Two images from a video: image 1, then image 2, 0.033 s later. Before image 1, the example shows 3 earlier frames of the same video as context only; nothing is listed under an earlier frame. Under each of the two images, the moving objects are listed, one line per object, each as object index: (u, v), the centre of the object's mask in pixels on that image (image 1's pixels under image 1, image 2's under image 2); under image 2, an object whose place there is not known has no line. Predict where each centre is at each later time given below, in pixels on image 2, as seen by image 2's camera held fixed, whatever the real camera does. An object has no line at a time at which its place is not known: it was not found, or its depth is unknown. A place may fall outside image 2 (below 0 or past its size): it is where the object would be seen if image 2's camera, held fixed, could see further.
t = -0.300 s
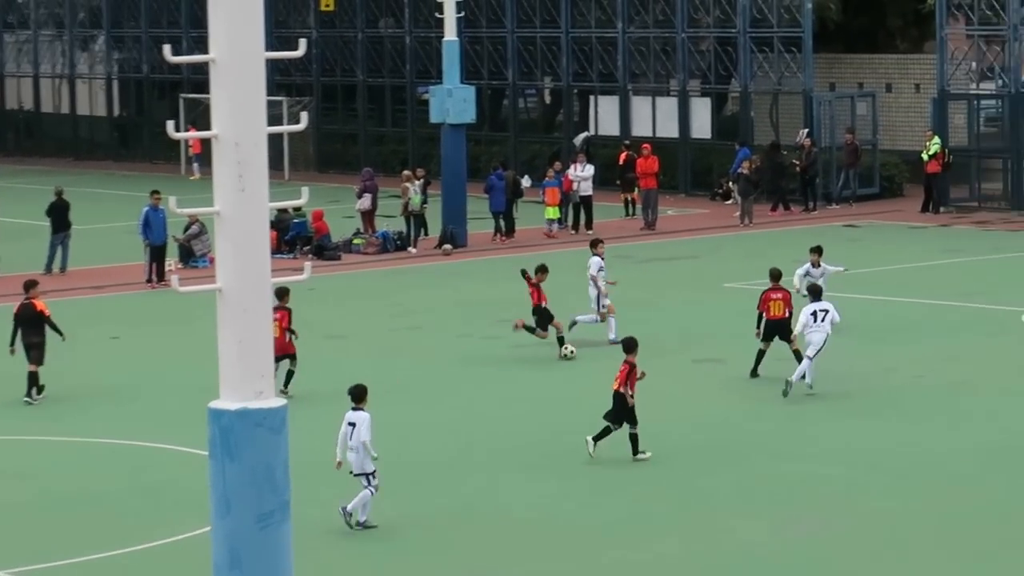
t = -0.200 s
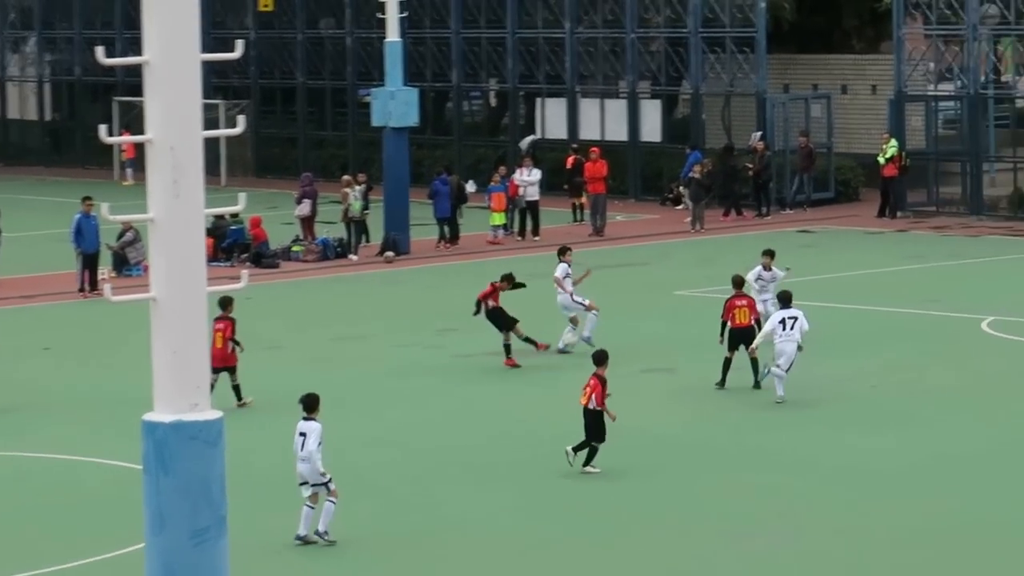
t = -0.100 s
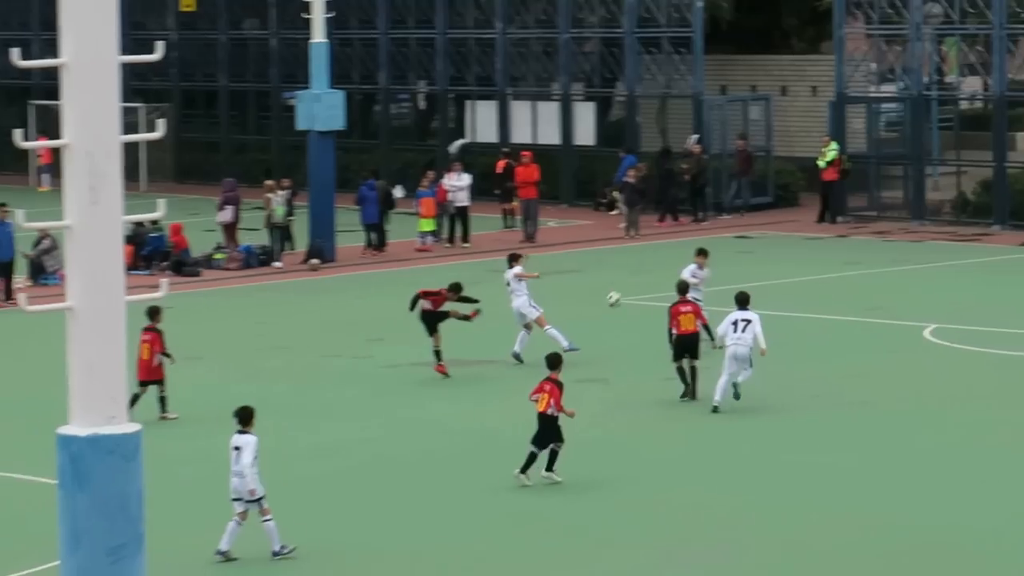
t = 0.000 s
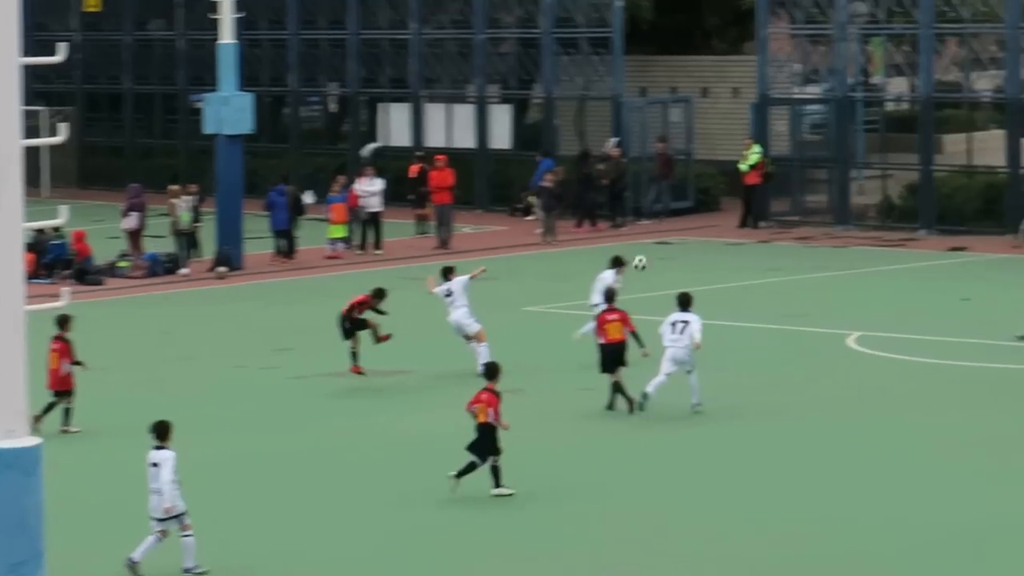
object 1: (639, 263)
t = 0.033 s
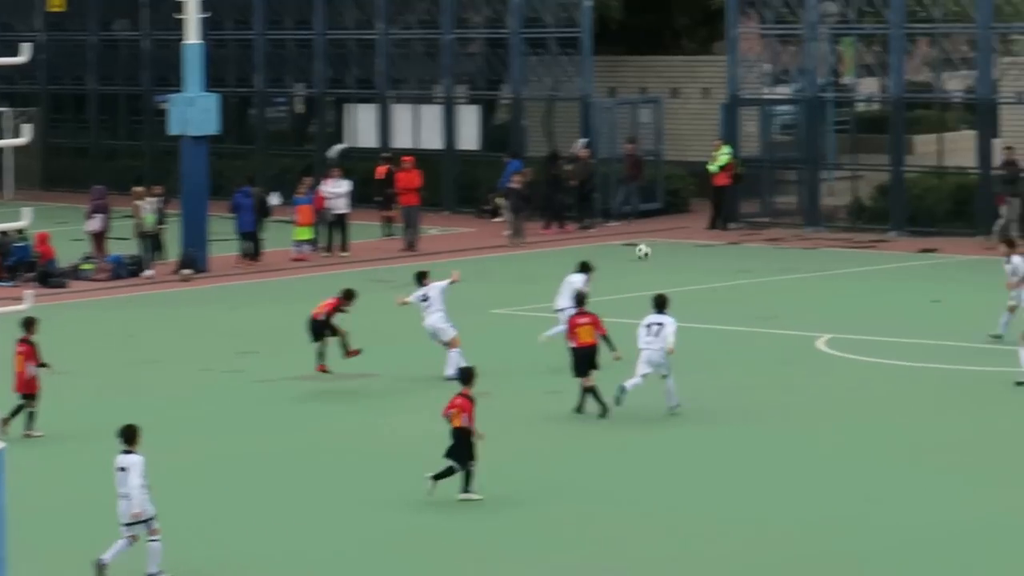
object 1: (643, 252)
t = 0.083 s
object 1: (694, 234)
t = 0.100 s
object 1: (711, 228)
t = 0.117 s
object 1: (728, 224)
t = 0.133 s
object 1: (744, 219)
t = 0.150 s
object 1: (761, 215)
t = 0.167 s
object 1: (777, 210)
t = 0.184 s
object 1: (793, 206)
